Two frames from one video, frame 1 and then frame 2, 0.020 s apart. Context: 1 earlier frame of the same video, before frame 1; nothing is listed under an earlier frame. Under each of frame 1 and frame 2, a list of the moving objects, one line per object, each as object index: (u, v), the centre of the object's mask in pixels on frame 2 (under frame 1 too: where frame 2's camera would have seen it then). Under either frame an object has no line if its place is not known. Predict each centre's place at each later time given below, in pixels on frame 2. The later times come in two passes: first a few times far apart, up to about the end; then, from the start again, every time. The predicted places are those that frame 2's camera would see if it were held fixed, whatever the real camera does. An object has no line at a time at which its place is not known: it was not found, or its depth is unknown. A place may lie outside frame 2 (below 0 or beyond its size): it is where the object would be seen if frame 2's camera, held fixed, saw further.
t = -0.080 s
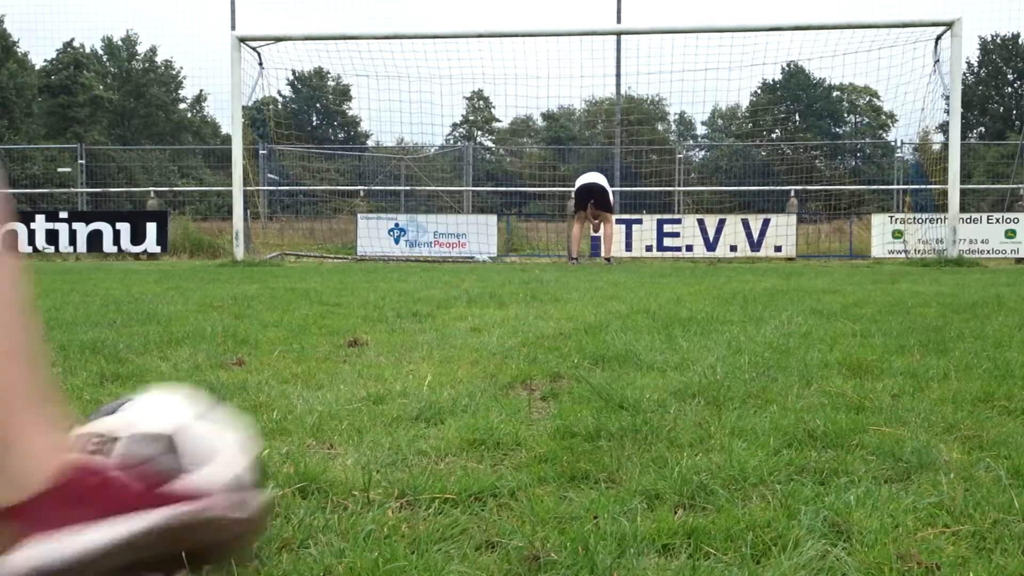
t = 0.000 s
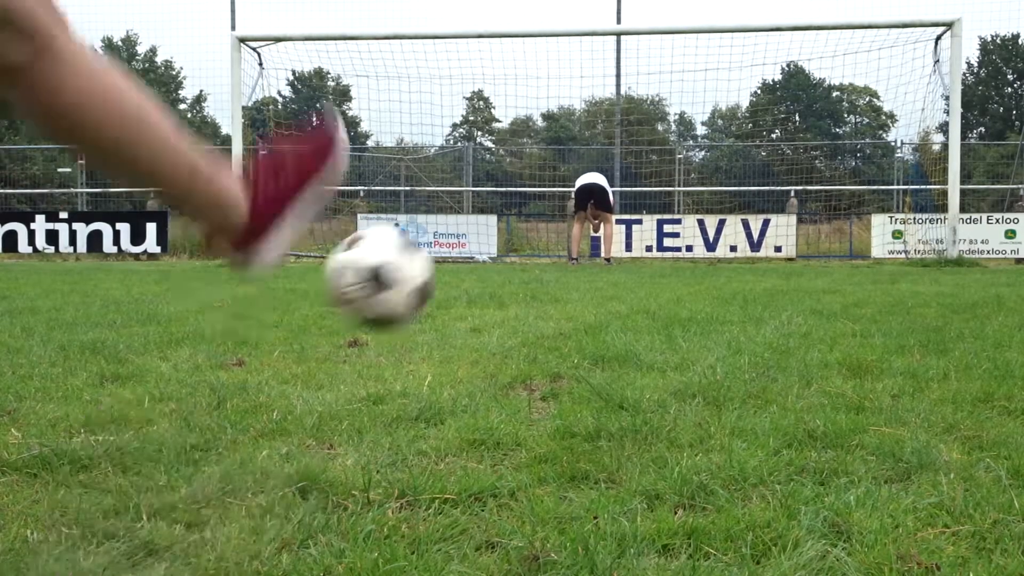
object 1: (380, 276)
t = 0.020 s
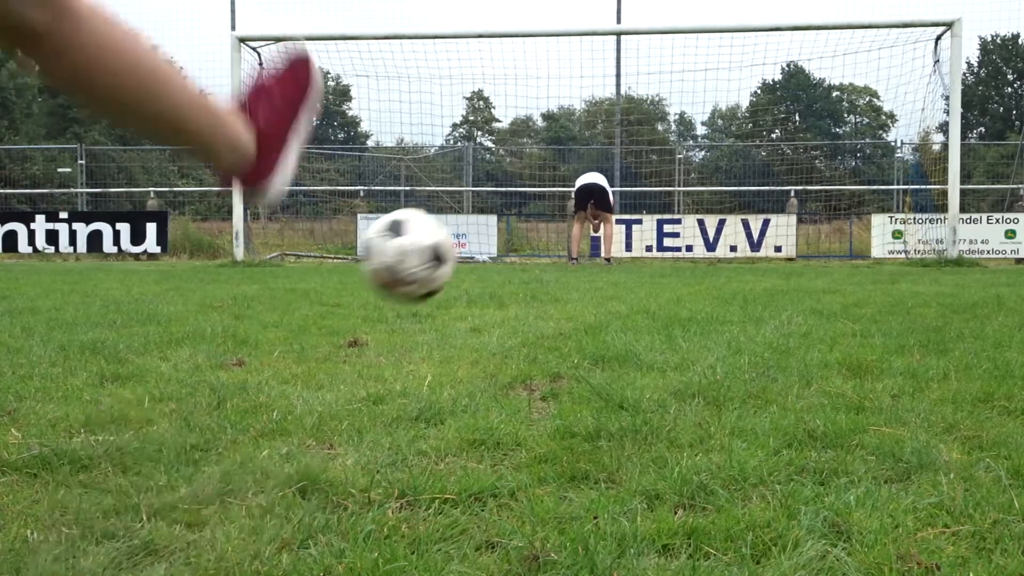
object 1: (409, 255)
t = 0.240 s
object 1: (521, 199)
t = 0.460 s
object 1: (538, 241)
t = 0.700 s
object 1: (532, 240)
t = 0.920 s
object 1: (523, 247)
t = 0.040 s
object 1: (431, 237)
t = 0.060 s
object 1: (448, 225)
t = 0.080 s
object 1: (463, 216)
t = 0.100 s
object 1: (475, 208)
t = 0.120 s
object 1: (485, 203)
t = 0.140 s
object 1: (494, 200)
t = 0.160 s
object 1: (501, 197)
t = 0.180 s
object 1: (507, 196)
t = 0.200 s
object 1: (512, 196)
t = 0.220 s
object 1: (517, 197)
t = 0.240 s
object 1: (521, 199)
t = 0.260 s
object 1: (524, 201)
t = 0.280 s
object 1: (527, 203)
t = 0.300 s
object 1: (529, 206)
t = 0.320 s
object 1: (531, 210)
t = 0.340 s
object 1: (533, 213)
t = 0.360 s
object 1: (535, 217)
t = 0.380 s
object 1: (535, 222)
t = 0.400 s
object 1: (536, 226)
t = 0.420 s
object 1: (537, 231)
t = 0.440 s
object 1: (538, 235)
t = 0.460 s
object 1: (538, 241)
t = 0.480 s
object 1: (538, 246)
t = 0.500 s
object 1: (538, 252)
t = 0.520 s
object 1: (538, 258)
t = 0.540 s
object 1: (538, 263)
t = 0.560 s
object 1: (538, 262)
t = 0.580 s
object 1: (537, 258)
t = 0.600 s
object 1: (536, 254)
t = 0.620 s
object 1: (536, 250)
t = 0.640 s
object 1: (535, 247)
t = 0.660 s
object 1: (534, 244)
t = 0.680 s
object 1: (533, 242)
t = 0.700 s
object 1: (532, 240)
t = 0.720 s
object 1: (531, 239)
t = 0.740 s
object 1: (531, 238)
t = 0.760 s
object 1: (529, 238)
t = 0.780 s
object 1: (528, 238)
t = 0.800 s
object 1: (528, 238)
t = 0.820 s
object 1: (527, 239)
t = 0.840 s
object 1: (525, 241)
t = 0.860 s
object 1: (525, 242)
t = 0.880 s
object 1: (523, 244)
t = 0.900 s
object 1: (523, 246)
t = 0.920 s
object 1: (523, 247)
